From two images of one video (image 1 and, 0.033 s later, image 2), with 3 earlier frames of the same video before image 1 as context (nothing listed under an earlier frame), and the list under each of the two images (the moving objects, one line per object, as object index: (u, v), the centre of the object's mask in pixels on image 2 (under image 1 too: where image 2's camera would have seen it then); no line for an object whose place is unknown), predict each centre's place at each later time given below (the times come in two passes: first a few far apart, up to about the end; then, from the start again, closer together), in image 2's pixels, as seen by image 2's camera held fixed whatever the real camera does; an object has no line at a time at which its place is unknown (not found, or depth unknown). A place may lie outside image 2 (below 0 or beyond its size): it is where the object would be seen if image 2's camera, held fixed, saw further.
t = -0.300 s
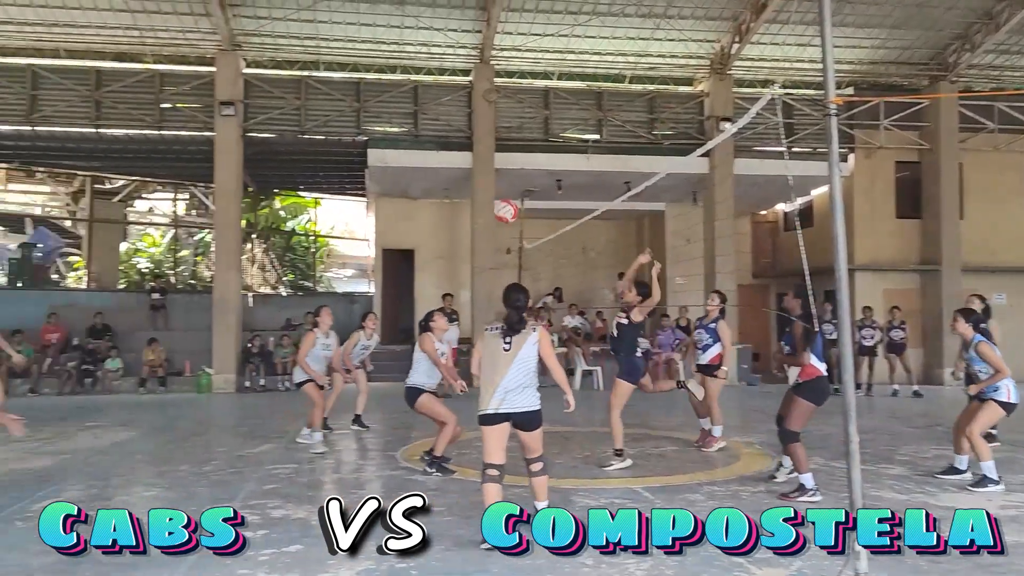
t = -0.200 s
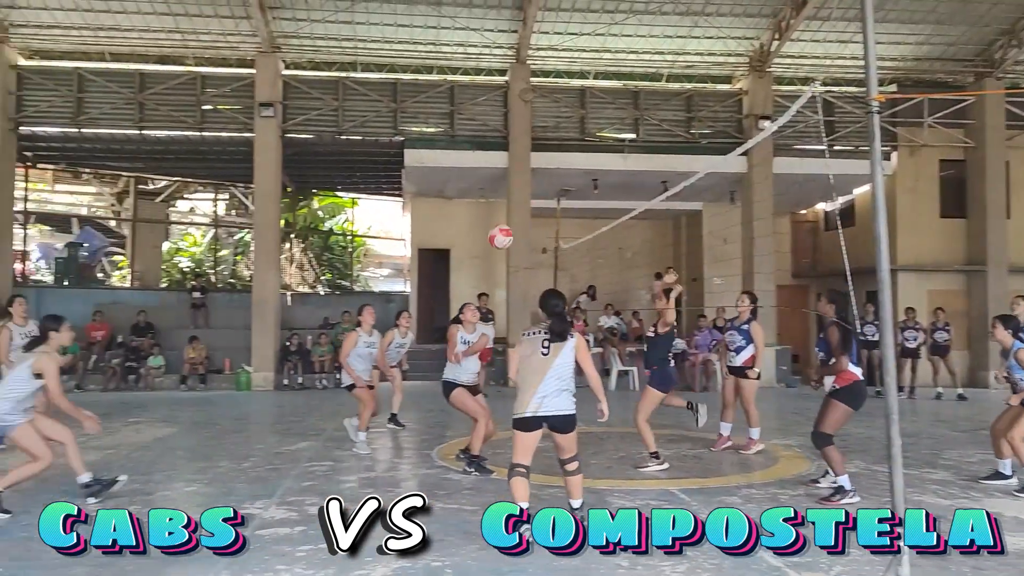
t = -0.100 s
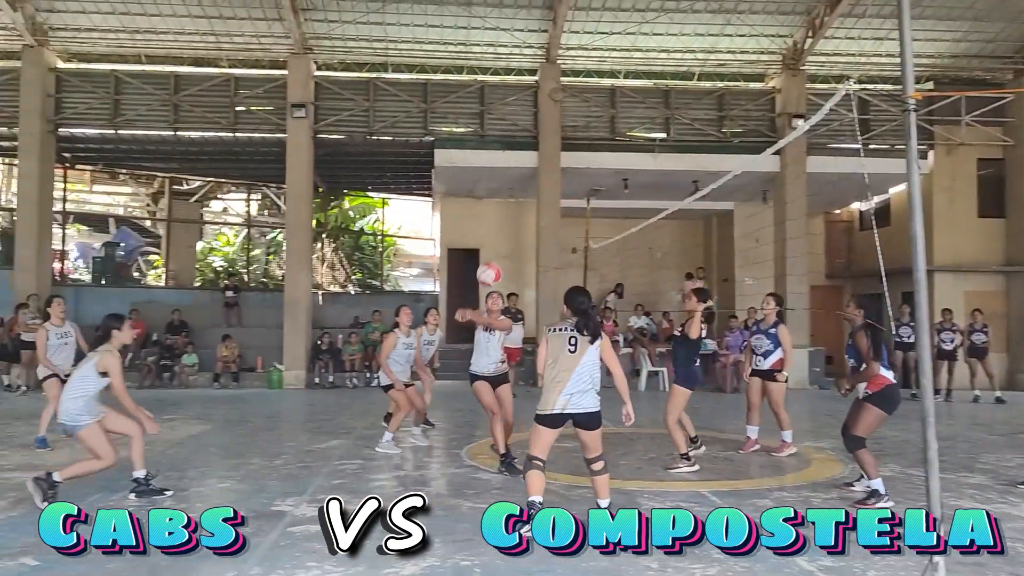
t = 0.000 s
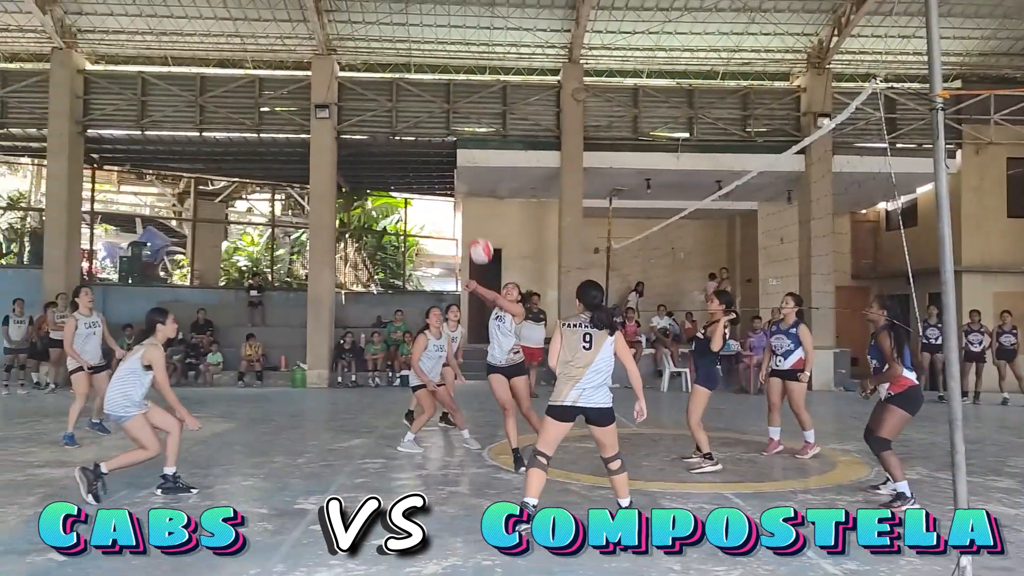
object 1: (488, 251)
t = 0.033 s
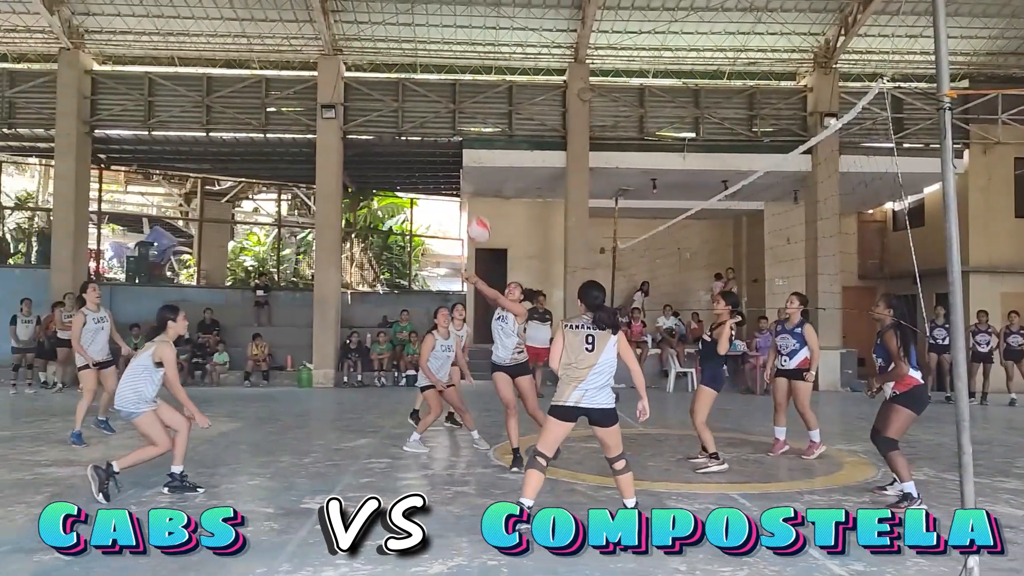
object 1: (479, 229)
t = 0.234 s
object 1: (431, 132)
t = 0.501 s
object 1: (369, 77)
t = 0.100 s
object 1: (460, 191)
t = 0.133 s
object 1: (452, 175)
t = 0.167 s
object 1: (446, 159)
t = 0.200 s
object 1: (438, 145)
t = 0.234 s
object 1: (431, 132)
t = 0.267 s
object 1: (424, 120)
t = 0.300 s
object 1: (416, 110)
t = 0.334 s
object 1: (409, 101)
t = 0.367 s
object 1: (400, 94)
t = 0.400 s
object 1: (392, 88)
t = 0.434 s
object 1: (384, 83)
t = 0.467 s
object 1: (377, 79)
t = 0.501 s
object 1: (369, 77)
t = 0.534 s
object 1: (361, 76)
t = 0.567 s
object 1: (353, 76)
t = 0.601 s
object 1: (345, 78)
